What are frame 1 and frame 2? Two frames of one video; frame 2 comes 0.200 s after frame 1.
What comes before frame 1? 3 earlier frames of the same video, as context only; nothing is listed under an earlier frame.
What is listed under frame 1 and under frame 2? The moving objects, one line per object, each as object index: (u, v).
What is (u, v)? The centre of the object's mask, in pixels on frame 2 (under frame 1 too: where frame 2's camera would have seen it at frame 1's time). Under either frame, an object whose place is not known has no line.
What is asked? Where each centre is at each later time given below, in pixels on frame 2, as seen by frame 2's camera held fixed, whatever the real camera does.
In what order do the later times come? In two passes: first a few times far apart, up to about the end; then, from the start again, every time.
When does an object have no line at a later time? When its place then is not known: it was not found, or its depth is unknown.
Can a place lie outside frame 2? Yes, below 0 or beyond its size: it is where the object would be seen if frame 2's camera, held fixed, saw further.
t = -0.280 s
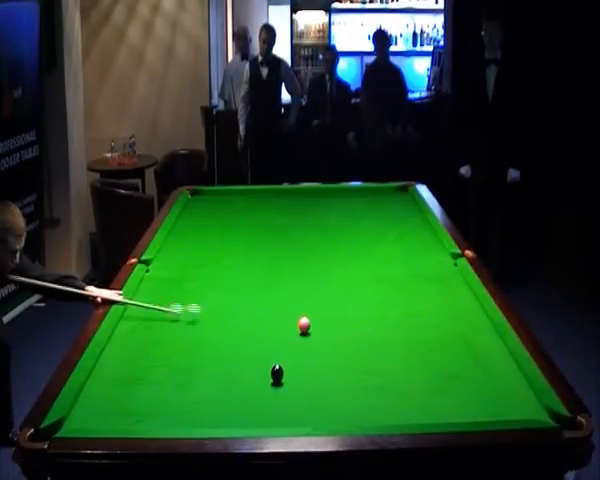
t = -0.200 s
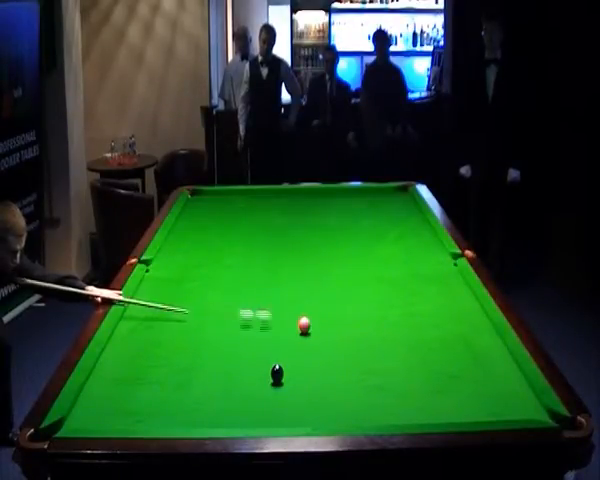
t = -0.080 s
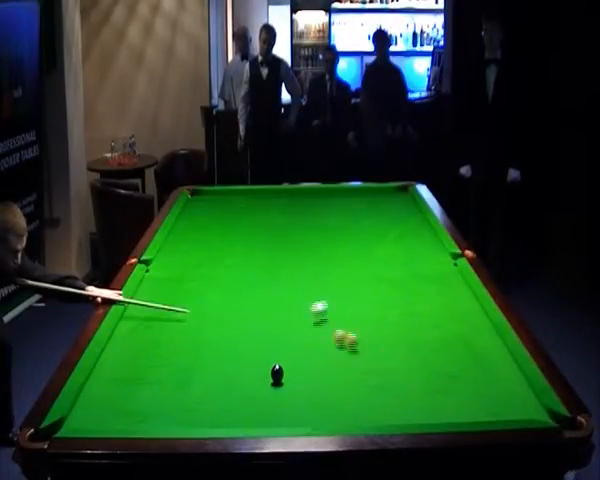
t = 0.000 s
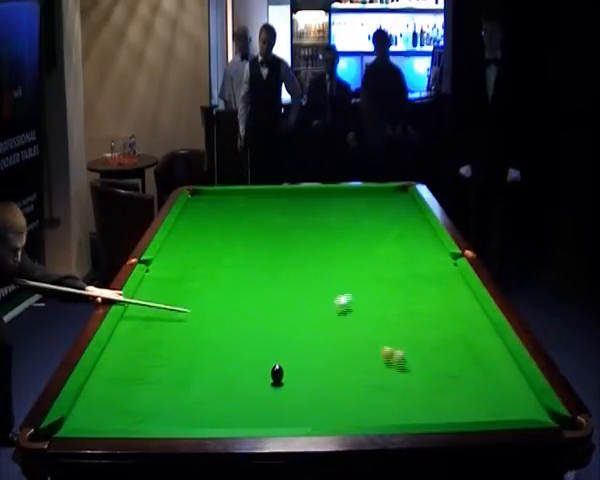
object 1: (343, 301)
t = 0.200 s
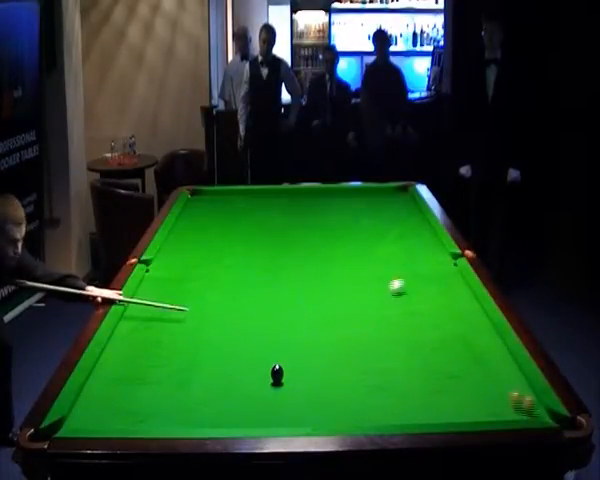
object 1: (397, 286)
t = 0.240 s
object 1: (406, 283)
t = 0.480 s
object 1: (448, 266)
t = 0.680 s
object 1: (407, 254)
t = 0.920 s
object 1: (367, 242)
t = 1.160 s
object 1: (331, 230)
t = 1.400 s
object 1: (299, 221)
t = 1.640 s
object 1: (270, 211)
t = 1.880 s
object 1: (245, 204)
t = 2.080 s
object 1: (226, 198)
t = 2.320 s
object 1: (204, 191)
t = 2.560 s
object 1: (203, 194)
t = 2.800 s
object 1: (221, 196)
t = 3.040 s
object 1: (238, 198)
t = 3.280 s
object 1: (256, 200)
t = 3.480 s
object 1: (271, 201)
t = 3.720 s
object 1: (289, 203)
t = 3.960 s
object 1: (307, 205)
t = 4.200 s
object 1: (324, 207)
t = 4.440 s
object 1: (341, 209)
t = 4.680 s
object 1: (358, 211)
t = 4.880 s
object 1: (371, 213)
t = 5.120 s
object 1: (387, 215)
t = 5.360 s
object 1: (403, 216)
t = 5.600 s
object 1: (418, 218)
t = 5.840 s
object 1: (419, 220)
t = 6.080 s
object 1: (411, 221)
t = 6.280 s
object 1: (405, 222)
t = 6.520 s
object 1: (398, 223)
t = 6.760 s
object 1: (392, 224)
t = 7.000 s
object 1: (386, 225)
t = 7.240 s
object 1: (380, 227)
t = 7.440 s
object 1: (376, 227)
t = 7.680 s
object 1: (371, 228)
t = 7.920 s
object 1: (367, 229)
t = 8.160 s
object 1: (364, 229)
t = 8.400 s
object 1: (361, 230)
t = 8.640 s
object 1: (358, 230)
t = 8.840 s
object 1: (357, 230)
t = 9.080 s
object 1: (355, 230)
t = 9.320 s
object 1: (354, 231)
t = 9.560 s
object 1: (354, 231)
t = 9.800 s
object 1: (354, 231)
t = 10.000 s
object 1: (354, 231)
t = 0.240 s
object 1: (406, 283)
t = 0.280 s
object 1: (416, 280)
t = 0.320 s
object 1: (425, 277)
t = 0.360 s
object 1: (434, 274)
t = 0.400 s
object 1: (443, 272)
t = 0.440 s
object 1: (451, 269)
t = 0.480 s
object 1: (448, 266)
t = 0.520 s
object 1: (438, 264)
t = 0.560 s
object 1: (430, 261)
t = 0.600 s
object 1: (421, 259)
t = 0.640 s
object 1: (414, 256)
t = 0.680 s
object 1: (407, 254)
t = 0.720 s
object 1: (400, 252)
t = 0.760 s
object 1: (393, 250)
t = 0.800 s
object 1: (386, 248)
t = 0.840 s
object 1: (380, 246)
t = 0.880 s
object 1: (373, 243)
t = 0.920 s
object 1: (367, 242)
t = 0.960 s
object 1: (361, 240)
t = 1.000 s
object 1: (354, 238)
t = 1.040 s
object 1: (348, 236)
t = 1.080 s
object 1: (342, 234)
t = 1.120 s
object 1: (337, 232)
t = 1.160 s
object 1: (331, 230)
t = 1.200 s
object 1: (325, 229)
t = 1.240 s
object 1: (320, 227)
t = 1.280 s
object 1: (314, 225)
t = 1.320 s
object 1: (309, 224)
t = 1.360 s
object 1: (304, 222)
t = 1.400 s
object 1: (299, 221)
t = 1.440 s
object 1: (294, 219)
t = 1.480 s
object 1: (289, 217)
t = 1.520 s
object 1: (284, 216)
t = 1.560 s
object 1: (280, 214)
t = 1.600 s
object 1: (275, 213)
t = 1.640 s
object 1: (270, 211)
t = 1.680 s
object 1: (266, 210)
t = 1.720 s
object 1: (262, 209)
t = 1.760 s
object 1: (257, 207)
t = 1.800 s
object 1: (253, 206)
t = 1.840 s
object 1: (249, 205)
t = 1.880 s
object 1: (245, 204)
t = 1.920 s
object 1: (241, 202)
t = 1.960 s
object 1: (237, 201)
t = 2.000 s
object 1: (233, 200)
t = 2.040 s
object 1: (229, 199)
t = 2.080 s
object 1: (226, 198)
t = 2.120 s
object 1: (222, 197)
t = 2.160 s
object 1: (218, 195)
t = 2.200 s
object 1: (215, 194)
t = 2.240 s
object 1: (211, 193)
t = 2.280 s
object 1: (208, 192)
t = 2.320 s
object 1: (204, 191)
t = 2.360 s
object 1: (201, 191)
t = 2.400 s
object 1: (196, 192)
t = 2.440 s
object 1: (193, 193)
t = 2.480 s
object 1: (196, 193)
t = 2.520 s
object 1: (199, 193)
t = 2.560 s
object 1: (203, 194)
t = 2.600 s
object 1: (206, 194)
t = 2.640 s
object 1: (209, 195)
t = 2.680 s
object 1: (212, 194)
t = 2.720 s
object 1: (215, 195)
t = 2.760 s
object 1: (218, 195)
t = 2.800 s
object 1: (221, 196)
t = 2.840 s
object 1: (224, 196)
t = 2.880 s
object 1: (226, 196)
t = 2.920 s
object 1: (230, 196)
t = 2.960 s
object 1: (233, 197)
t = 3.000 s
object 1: (236, 197)
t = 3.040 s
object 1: (238, 198)
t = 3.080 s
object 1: (241, 198)
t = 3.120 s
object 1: (244, 198)
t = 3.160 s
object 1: (248, 198)
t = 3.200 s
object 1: (250, 199)
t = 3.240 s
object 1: (253, 199)
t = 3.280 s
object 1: (256, 200)
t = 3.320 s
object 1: (260, 200)
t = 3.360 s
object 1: (262, 200)
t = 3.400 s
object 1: (265, 201)
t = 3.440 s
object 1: (268, 201)
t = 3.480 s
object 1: (271, 201)
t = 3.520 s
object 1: (274, 201)
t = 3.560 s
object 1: (277, 202)
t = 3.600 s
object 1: (280, 202)
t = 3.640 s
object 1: (283, 202)
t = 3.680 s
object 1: (286, 203)
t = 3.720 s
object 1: (289, 203)
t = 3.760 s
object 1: (292, 203)
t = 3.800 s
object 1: (295, 204)
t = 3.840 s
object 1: (298, 204)
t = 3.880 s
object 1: (301, 205)
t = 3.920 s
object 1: (303, 205)
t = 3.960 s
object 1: (307, 205)
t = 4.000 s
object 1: (309, 205)
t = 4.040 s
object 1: (312, 206)
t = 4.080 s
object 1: (315, 206)
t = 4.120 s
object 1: (318, 206)
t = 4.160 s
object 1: (321, 207)
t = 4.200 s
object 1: (324, 207)
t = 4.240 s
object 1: (327, 207)
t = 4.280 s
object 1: (329, 208)
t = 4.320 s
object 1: (332, 208)
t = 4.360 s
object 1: (335, 208)
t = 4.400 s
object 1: (338, 209)
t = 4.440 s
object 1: (341, 209)
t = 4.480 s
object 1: (344, 209)
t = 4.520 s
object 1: (347, 210)
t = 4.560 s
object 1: (349, 210)
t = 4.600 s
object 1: (352, 210)
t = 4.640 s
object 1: (355, 211)
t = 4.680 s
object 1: (358, 211)
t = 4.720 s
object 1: (360, 211)
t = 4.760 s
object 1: (363, 211)
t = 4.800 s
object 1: (366, 212)
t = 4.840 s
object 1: (369, 212)
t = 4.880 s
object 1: (371, 213)
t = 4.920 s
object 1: (374, 213)
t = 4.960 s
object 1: (377, 213)
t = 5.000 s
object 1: (380, 214)
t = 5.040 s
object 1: (382, 214)
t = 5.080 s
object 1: (385, 214)
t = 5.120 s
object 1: (387, 215)
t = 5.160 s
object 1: (390, 215)
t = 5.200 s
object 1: (393, 215)
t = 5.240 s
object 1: (395, 216)
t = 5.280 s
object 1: (398, 216)
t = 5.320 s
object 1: (400, 216)
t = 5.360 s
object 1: (403, 216)
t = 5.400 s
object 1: (405, 217)
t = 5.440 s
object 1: (408, 217)
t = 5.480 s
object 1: (411, 217)
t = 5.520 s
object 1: (413, 217)
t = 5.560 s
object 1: (416, 218)
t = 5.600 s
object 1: (418, 218)
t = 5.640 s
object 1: (421, 219)
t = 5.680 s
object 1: (423, 219)
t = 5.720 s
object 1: (423, 219)
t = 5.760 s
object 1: (421, 219)
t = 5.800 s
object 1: (420, 219)
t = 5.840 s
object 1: (419, 220)
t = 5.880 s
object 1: (418, 220)
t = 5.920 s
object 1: (416, 220)
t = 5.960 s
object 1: (415, 220)
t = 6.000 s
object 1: (414, 221)
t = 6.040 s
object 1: (413, 221)
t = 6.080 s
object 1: (411, 221)
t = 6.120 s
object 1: (410, 221)
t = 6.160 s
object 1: (409, 222)
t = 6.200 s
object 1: (408, 222)
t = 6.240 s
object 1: (406, 222)
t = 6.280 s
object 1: (405, 222)
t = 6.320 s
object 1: (404, 223)
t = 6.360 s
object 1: (403, 222)
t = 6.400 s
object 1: (402, 223)
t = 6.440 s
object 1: (400, 223)
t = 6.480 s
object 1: (400, 223)
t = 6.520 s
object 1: (398, 223)
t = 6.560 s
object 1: (397, 224)
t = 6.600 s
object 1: (396, 224)
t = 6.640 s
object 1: (395, 224)
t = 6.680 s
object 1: (394, 224)
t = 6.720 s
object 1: (393, 224)
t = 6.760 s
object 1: (392, 224)
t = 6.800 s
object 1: (391, 225)
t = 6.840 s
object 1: (390, 225)
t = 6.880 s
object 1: (389, 225)
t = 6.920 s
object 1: (388, 225)
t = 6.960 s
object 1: (387, 225)
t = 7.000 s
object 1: (386, 225)
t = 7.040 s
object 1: (385, 226)
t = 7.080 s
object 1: (384, 226)
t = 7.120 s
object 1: (383, 226)
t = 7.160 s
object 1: (382, 226)
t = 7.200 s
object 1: (381, 226)
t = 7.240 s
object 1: (380, 227)
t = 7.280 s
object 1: (379, 227)
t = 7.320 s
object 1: (379, 227)
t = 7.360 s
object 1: (378, 227)
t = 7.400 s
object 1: (377, 227)
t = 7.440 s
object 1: (376, 227)
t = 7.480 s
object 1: (375, 228)
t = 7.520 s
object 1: (374, 228)
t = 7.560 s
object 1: (374, 227)
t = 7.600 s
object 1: (373, 228)
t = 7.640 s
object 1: (372, 228)
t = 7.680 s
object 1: (371, 228)
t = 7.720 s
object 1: (371, 228)
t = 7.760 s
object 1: (370, 228)
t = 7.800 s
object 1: (369, 228)
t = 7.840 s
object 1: (368, 229)
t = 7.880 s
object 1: (368, 228)
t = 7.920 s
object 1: (367, 229)
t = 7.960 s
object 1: (366, 229)
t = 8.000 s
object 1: (366, 229)
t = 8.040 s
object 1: (365, 229)
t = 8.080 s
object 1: (364, 229)
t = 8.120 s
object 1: (364, 229)
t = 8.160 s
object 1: (364, 229)
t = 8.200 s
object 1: (363, 229)
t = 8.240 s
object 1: (363, 229)
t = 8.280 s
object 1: (362, 230)
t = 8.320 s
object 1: (362, 230)
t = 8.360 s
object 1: (361, 230)
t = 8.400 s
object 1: (361, 230)
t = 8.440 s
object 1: (360, 230)
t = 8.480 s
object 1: (360, 230)
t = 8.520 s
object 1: (359, 230)
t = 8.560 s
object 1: (359, 230)
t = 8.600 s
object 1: (359, 230)
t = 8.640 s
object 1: (358, 230)
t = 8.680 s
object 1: (358, 230)
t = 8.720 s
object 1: (357, 230)
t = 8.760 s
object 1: (357, 230)
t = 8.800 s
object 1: (357, 230)
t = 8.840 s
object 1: (357, 230)
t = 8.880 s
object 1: (356, 230)
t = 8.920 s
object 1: (356, 230)
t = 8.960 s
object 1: (356, 230)
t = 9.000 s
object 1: (355, 230)
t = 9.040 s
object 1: (355, 230)
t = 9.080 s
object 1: (355, 230)
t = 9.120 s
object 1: (355, 230)
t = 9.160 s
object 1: (355, 230)
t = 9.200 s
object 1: (354, 231)
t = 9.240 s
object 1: (354, 231)
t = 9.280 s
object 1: (354, 231)
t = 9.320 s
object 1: (354, 231)
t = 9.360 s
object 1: (354, 231)
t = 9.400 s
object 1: (354, 231)
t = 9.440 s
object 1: (354, 231)
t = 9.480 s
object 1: (354, 231)
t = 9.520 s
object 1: (354, 231)
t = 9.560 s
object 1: (354, 231)
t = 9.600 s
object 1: (354, 231)
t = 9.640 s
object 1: (354, 231)
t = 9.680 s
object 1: (354, 231)
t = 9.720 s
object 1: (354, 231)
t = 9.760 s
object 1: (354, 231)
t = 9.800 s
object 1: (354, 231)
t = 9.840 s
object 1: (354, 231)
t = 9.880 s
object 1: (354, 231)
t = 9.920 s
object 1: (354, 231)
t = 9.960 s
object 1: (354, 231)
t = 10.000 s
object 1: (354, 231)
